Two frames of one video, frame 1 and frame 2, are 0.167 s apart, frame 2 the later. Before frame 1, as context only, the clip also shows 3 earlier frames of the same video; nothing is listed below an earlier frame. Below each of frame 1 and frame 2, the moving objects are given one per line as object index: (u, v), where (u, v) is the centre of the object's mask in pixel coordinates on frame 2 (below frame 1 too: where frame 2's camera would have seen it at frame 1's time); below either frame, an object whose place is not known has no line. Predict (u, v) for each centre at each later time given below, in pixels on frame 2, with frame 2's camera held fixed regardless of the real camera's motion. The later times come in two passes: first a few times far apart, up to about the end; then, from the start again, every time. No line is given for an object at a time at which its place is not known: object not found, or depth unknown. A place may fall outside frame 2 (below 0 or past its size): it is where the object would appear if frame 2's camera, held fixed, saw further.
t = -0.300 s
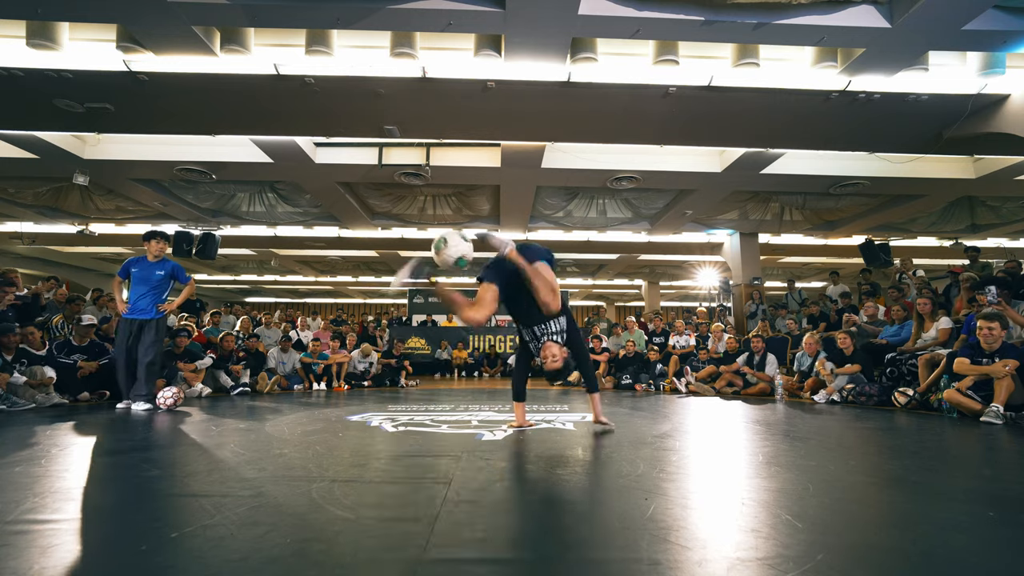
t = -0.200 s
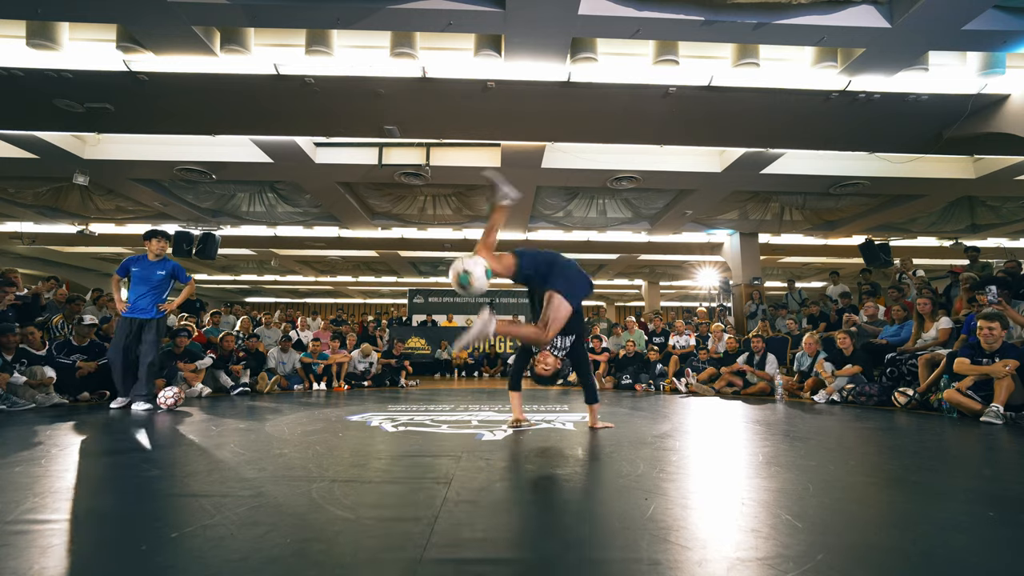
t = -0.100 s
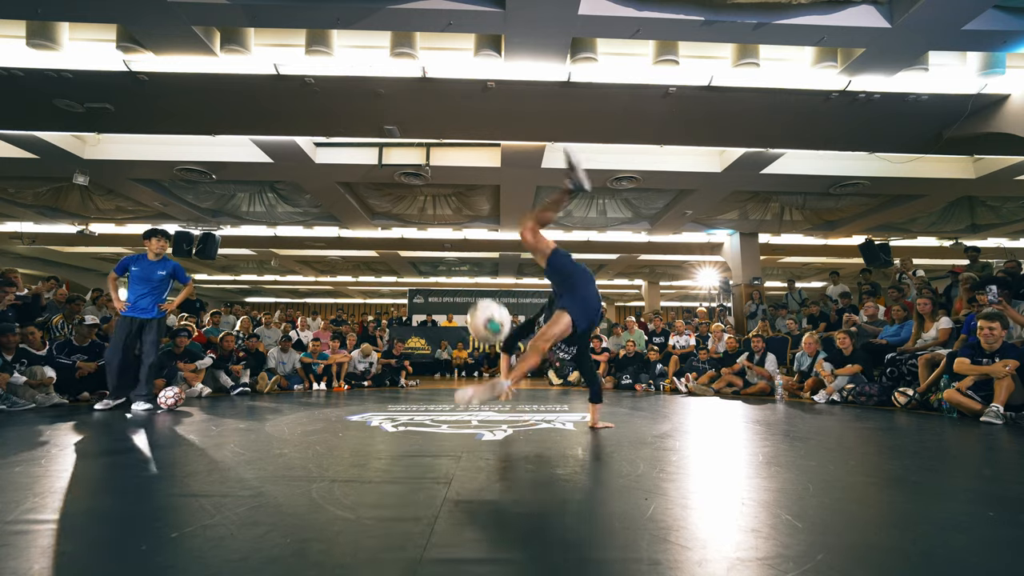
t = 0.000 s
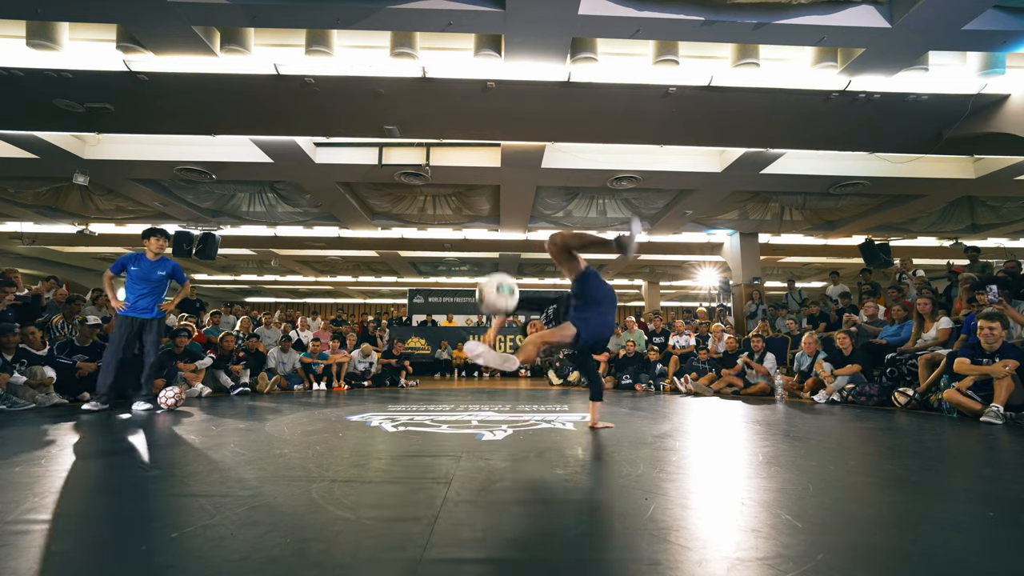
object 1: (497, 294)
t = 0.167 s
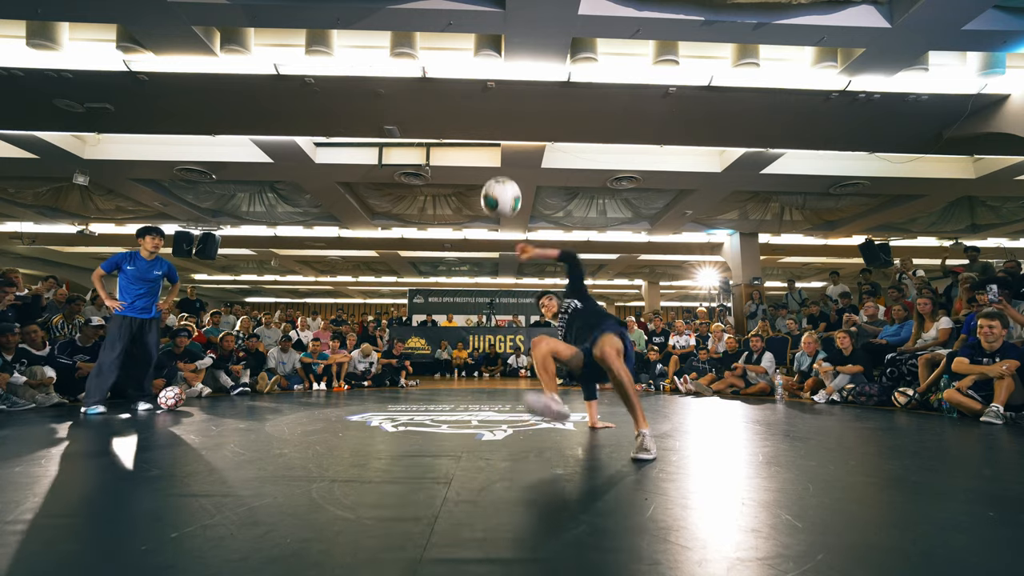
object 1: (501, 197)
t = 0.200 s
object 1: (501, 185)
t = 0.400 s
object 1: (505, 149)
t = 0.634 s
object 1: (508, 190)
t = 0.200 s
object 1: (501, 185)
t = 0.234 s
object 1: (502, 174)
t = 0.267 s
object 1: (503, 166)
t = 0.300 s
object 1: (503, 159)
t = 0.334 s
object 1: (504, 154)
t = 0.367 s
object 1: (504, 151)
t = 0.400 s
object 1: (505, 149)
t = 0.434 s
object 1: (505, 150)
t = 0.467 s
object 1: (506, 152)
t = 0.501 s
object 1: (506, 156)
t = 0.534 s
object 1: (507, 162)
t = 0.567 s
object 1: (507, 170)
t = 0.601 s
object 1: (507, 179)
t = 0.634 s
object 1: (508, 190)
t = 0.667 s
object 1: (508, 203)
